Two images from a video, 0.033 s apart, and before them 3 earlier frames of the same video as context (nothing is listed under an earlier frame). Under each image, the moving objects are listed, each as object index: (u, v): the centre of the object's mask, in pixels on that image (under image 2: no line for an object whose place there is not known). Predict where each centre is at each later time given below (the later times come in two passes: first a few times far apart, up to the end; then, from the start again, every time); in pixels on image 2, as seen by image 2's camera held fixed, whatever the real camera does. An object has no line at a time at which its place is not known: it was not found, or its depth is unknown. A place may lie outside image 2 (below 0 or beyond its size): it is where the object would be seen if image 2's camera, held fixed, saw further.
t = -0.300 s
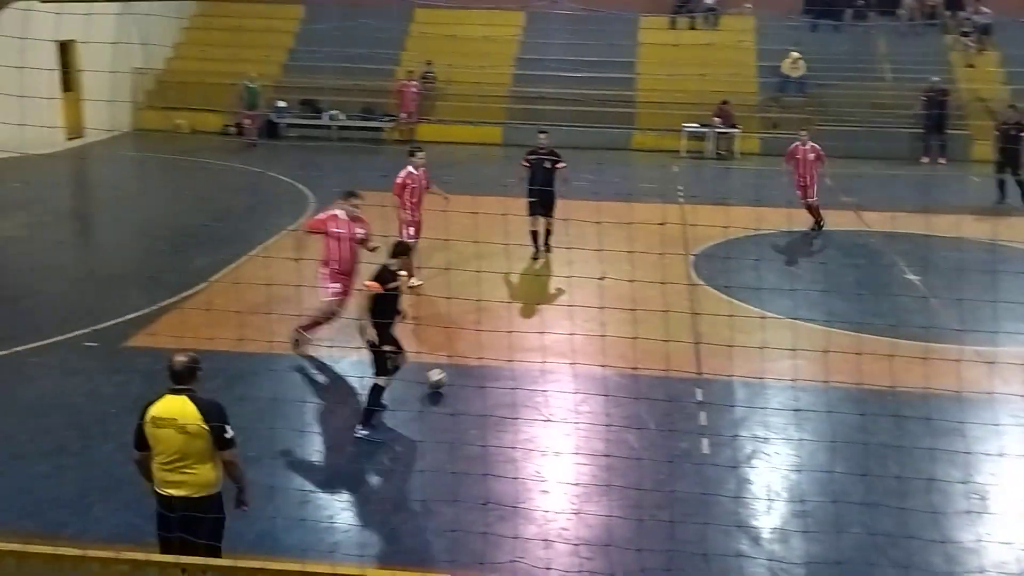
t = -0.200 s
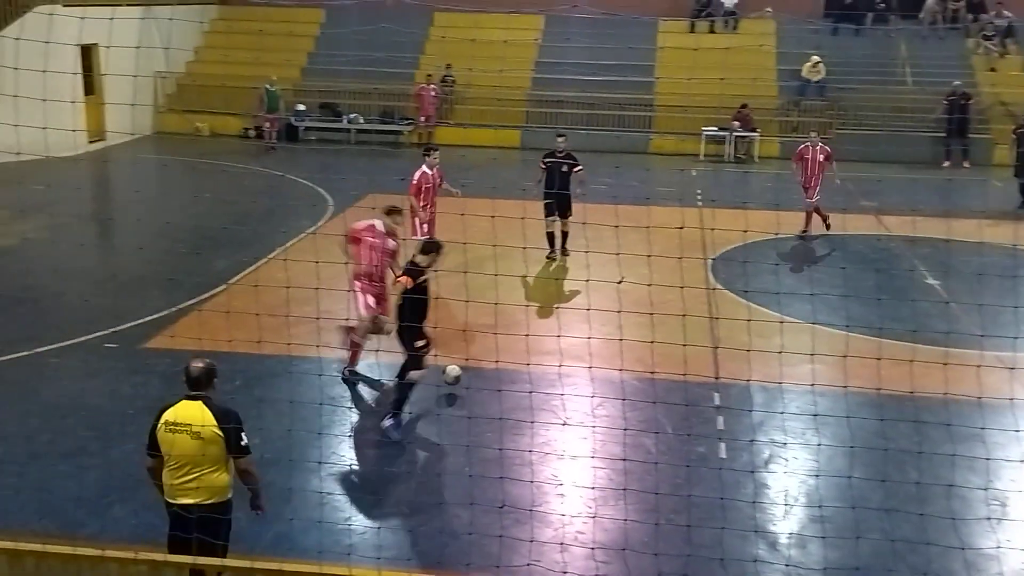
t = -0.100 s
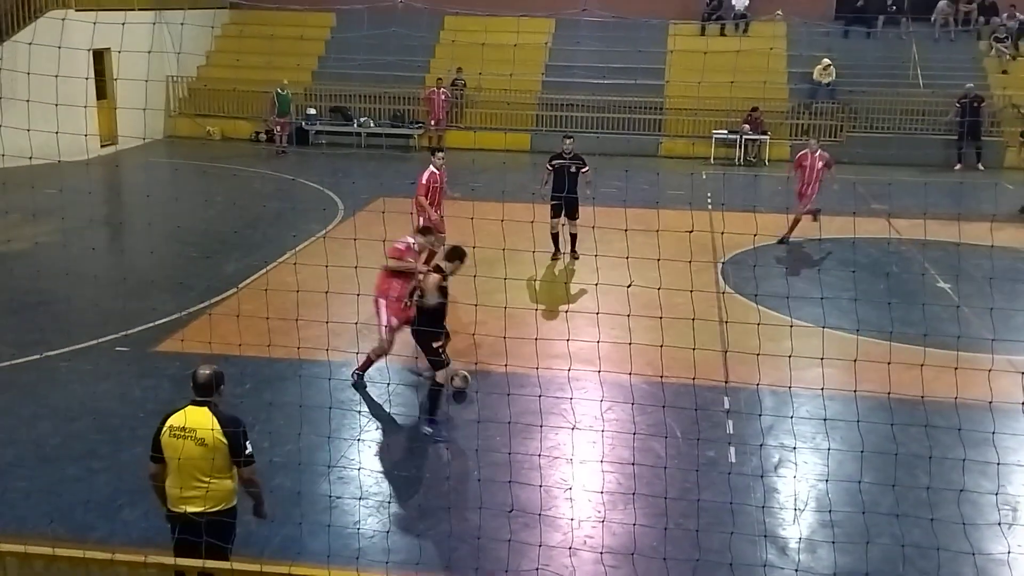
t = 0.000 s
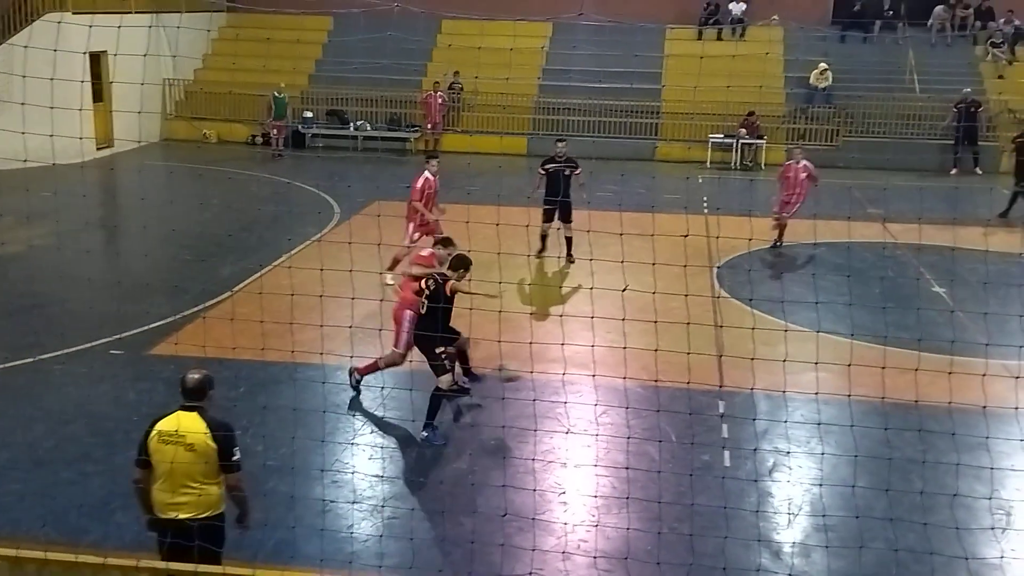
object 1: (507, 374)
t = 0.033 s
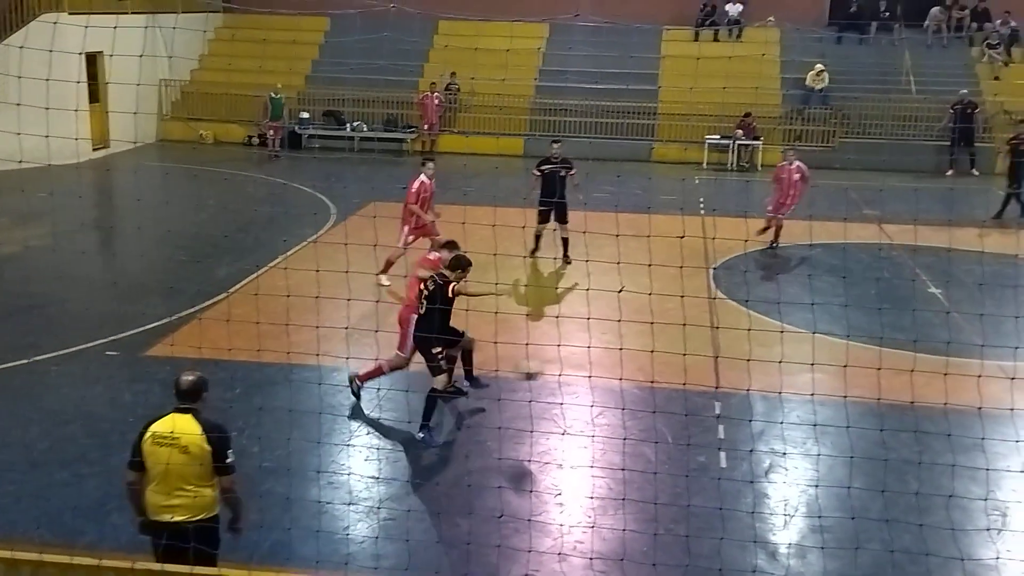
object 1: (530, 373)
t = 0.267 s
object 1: (743, 382)
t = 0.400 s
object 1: (904, 427)
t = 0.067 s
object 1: (556, 371)
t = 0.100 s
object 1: (583, 368)
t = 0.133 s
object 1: (612, 368)
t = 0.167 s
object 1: (644, 369)
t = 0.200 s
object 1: (675, 371)
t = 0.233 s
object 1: (711, 376)
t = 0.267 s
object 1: (743, 382)
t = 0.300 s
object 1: (780, 392)
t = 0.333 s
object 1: (818, 403)
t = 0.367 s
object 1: (861, 414)
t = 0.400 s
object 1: (904, 427)
